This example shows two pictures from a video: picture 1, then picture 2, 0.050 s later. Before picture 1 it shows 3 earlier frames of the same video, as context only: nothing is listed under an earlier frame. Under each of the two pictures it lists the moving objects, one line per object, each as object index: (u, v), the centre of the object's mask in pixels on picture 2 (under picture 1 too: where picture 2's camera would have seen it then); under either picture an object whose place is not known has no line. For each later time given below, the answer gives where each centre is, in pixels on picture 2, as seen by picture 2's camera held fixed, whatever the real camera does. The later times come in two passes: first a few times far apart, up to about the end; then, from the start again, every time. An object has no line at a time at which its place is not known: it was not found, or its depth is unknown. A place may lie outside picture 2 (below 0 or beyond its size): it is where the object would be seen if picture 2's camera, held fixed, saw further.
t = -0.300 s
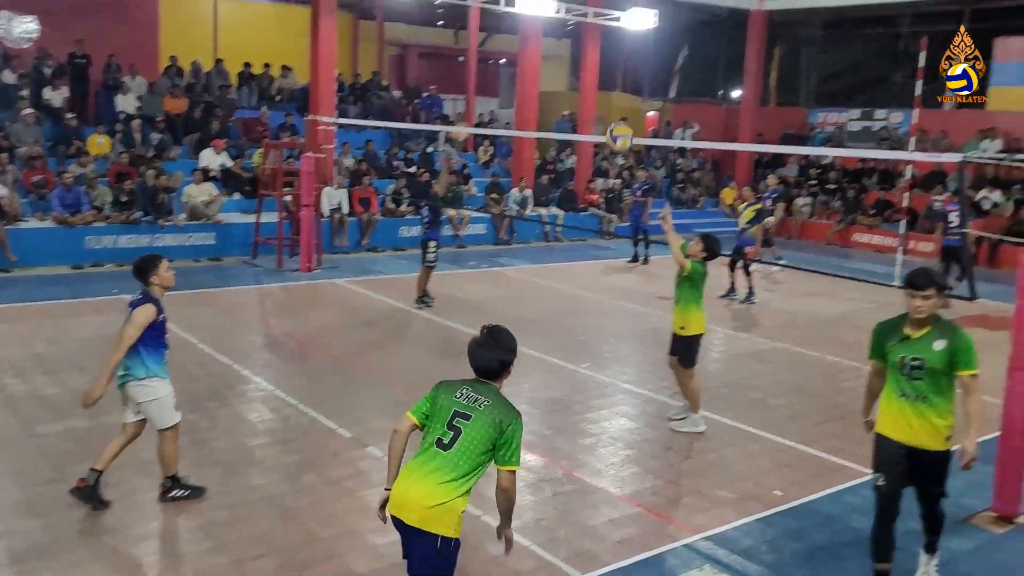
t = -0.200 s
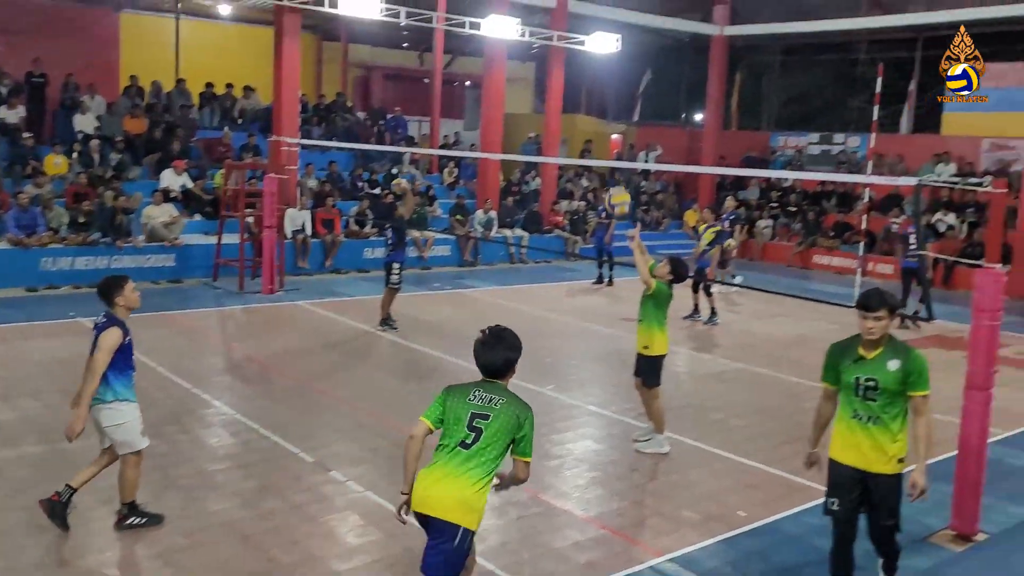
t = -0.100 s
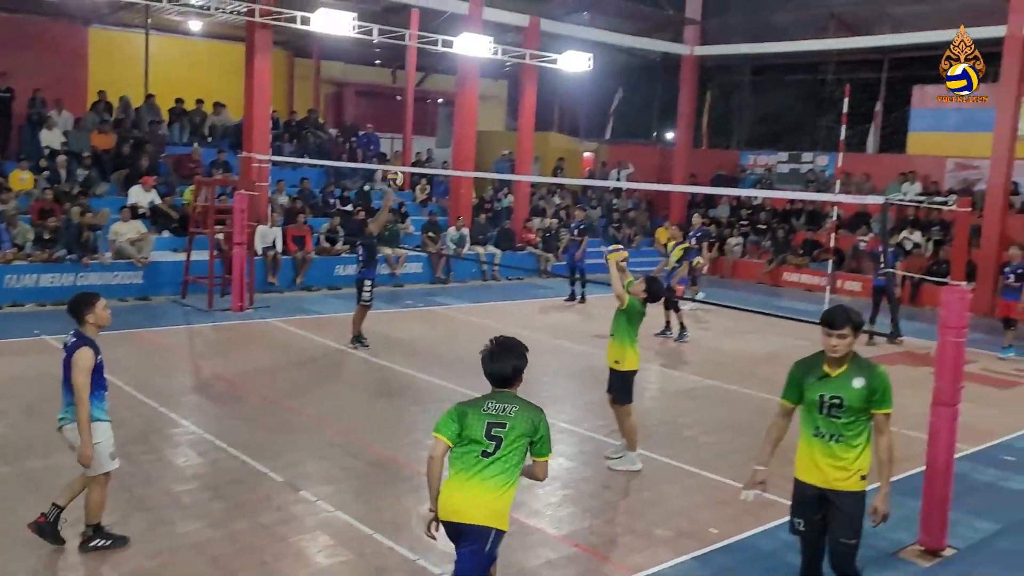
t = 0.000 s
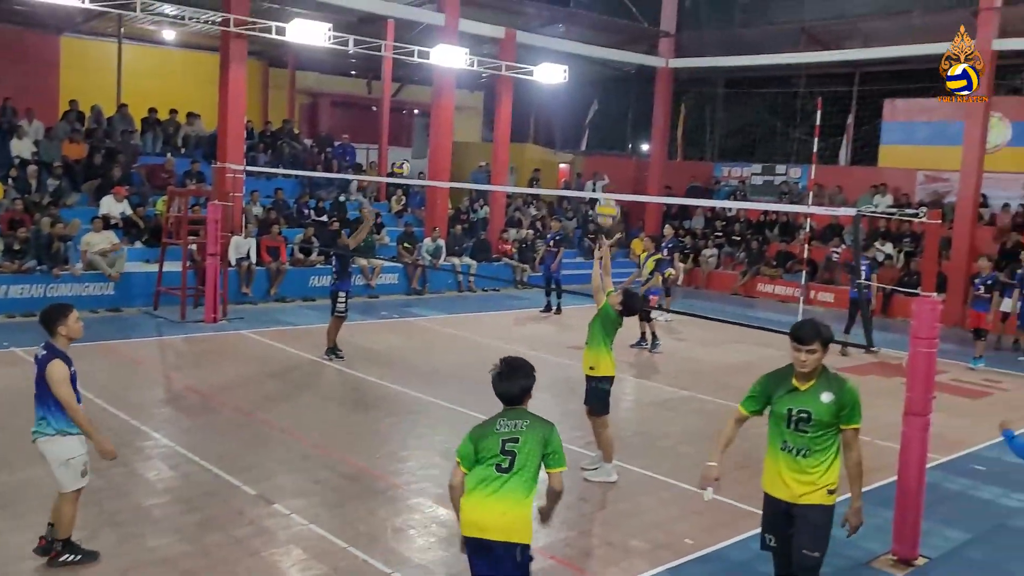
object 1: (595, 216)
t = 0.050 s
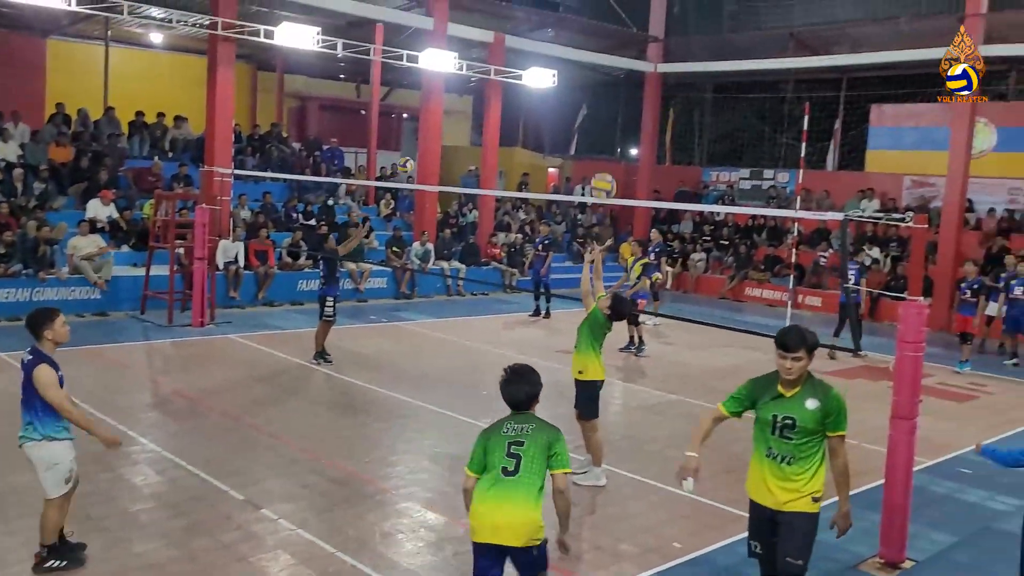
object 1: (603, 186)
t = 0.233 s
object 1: (627, 103)
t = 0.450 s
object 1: (652, 57)
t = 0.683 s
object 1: (673, 72)
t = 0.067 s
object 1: (605, 177)
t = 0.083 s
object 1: (608, 169)
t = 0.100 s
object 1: (610, 160)
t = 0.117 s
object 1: (612, 151)
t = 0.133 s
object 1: (614, 144)
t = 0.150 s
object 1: (616, 137)
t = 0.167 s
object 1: (619, 129)
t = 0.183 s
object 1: (621, 122)
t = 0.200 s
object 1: (623, 115)
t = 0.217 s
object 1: (625, 109)
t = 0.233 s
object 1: (627, 103)
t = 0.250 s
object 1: (629, 97)
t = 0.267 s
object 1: (632, 92)
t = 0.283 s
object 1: (633, 87)
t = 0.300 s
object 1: (635, 83)
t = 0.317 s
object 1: (637, 80)
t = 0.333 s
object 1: (639, 74)
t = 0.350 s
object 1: (641, 71)
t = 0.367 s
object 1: (643, 68)
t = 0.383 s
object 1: (645, 65)
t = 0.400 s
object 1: (647, 62)
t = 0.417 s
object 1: (649, 60)
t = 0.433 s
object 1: (651, 59)
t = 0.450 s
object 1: (652, 57)
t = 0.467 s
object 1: (654, 56)
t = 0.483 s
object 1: (655, 55)
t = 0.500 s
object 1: (657, 55)
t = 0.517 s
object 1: (658, 55)
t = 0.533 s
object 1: (660, 55)
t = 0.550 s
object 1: (662, 55)
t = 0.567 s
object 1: (663, 56)
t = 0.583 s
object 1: (665, 58)
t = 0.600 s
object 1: (666, 59)
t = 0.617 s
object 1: (668, 61)
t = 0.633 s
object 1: (669, 63)
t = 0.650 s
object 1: (670, 66)
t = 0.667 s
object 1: (672, 69)
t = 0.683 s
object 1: (673, 72)
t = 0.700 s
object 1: (674, 76)
